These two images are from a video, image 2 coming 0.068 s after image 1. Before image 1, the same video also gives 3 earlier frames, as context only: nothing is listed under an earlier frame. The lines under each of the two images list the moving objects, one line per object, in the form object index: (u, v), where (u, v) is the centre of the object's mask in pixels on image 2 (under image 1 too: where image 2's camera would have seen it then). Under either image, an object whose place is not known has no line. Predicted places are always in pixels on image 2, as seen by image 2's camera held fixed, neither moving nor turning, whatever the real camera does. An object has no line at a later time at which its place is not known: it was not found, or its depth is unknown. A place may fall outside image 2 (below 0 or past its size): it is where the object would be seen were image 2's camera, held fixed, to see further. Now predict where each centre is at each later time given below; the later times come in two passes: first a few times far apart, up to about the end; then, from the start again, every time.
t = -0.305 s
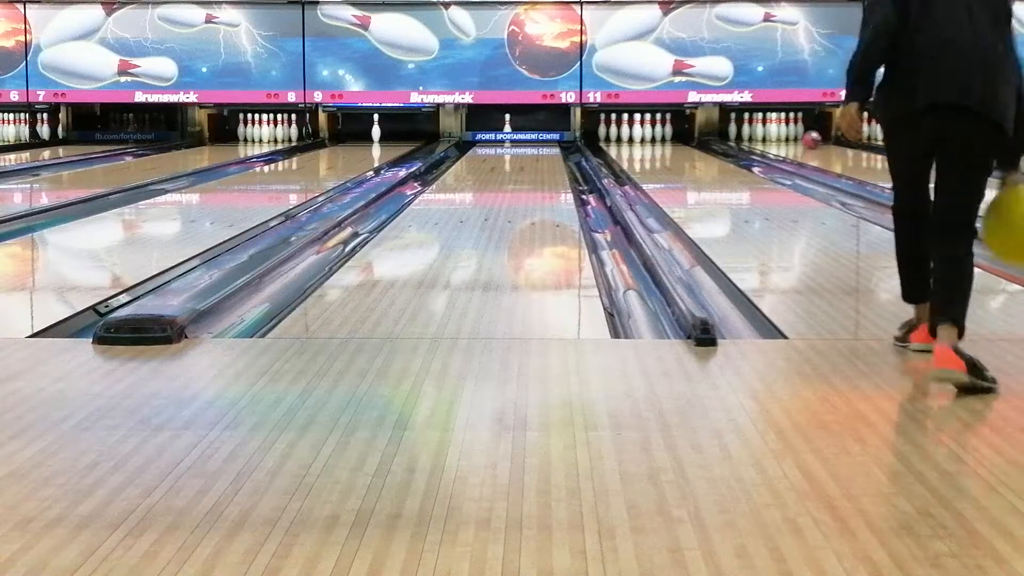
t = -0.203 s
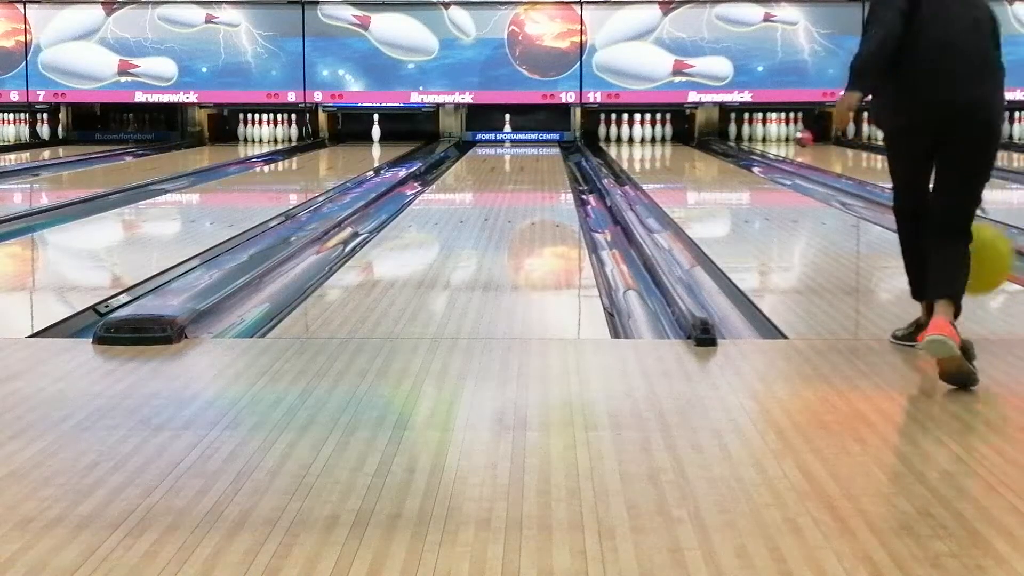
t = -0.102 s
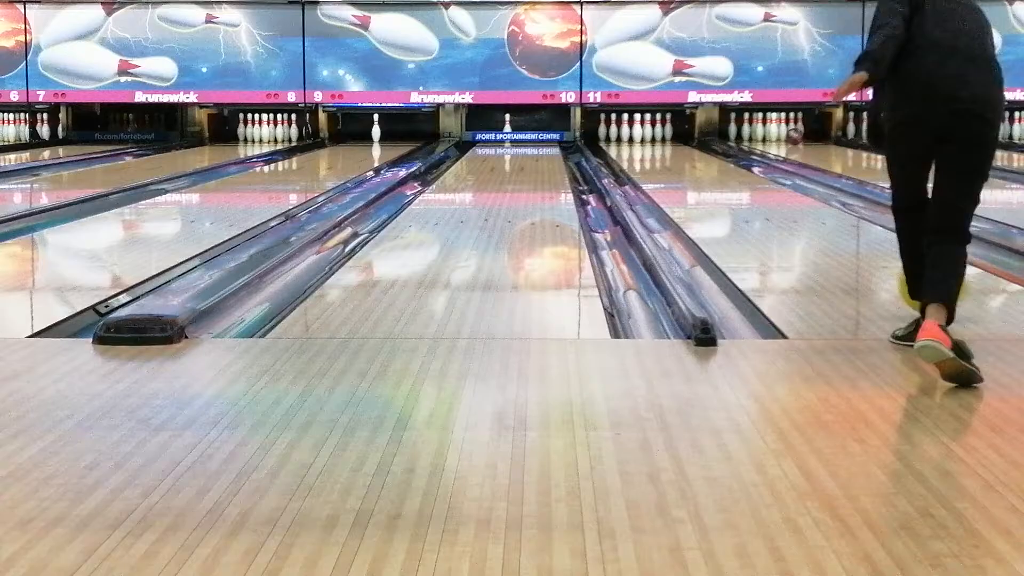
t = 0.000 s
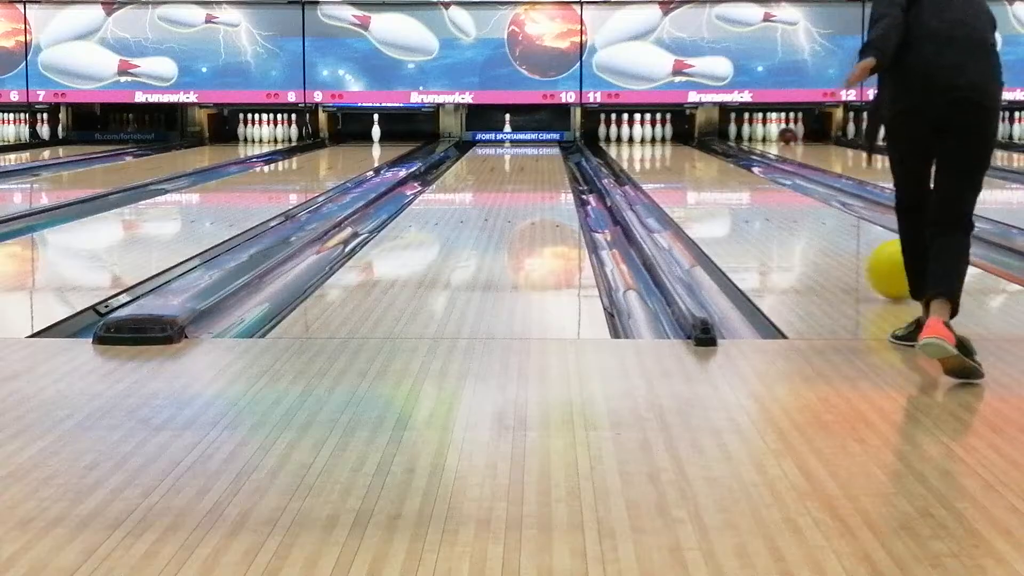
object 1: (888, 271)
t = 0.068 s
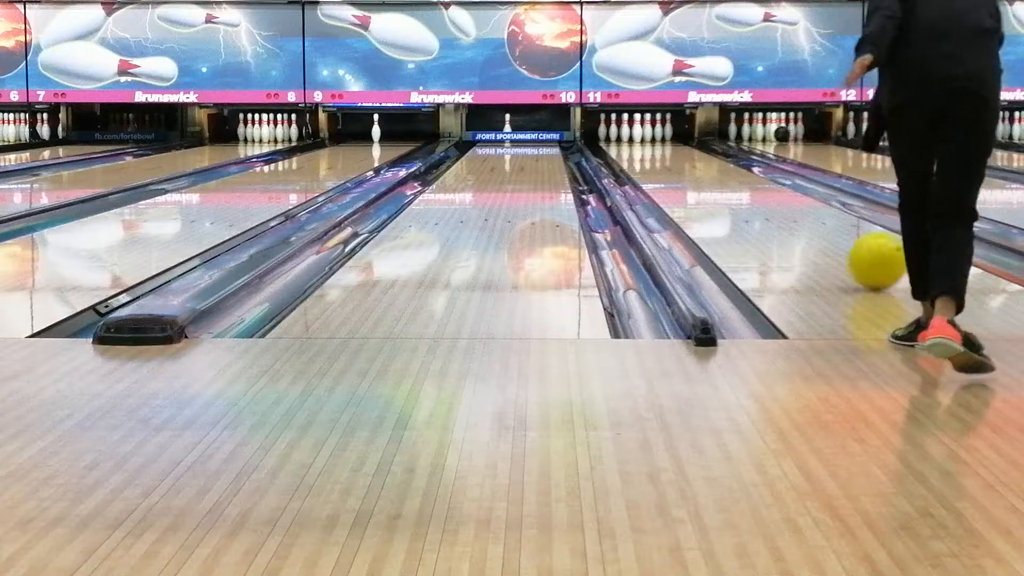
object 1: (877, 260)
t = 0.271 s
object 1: (828, 239)
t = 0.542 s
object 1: (781, 217)
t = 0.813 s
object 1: (746, 200)
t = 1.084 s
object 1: (719, 187)
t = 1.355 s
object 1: (698, 178)
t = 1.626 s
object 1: (681, 170)
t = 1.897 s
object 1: (667, 163)
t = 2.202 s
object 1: (653, 156)
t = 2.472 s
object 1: (643, 152)
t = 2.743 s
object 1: (634, 148)
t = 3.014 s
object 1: (628, 145)
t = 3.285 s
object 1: (622, 142)
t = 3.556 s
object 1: (618, 140)
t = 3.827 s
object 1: (614, 138)
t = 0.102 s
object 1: (869, 257)
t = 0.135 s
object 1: (860, 253)
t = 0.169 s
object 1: (852, 249)
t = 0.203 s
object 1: (843, 245)
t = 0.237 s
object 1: (836, 242)
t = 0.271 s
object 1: (828, 239)
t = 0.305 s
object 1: (822, 235)
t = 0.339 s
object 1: (815, 232)
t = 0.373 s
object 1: (809, 229)
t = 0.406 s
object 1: (803, 227)
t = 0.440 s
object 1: (797, 224)
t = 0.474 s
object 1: (791, 221)
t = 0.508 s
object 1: (786, 219)
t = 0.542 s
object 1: (781, 217)
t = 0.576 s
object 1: (776, 214)
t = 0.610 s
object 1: (771, 211)
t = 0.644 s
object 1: (767, 210)
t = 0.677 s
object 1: (762, 208)
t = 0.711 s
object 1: (758, 206)
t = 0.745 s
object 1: (754, 204)
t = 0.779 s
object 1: (750, 202)
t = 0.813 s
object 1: (746, 200)
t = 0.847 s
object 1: (742, 198)
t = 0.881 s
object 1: (738, 197)
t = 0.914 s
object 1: (735, 195)
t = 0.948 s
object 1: (732, 193)
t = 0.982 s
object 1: (728, 192)
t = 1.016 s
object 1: (725, 190)
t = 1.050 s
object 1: (722, 189)
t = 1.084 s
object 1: (719, 187)
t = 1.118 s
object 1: (716, 186)
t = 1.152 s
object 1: (713, 185)
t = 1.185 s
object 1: (710, 183)
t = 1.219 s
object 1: (708, 182)
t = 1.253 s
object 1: (705, 181)
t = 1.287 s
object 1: (703, 180)
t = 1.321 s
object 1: (701, 179)
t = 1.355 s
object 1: (698, 178)
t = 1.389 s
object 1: (696, 177)
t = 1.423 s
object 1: (693, 176)
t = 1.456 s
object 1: (691, 175)
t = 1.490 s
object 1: (689, 173)
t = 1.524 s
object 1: (687, 173)
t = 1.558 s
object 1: (685, 172)
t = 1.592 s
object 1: (683, 170)
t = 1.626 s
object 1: (681, 170)
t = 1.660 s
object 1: (679, 169)
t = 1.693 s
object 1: (677, 168)
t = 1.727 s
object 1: (675, 167)
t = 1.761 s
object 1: (674, 166)
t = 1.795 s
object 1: (672, 166)
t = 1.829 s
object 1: (670, 165)
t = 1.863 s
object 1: (668, 164)
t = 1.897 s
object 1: (667, 163)
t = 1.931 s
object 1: (665, 162)
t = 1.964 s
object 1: (663, 161)
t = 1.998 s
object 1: (662, 161)
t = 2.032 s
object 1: (660, 160)
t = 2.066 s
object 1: (659, 159)
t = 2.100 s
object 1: (657, 159)
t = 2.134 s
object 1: (656, 158)
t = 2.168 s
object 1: (654, 157)
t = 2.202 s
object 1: (653, 156)
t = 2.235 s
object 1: (652, 156)
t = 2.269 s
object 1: (651, 155)
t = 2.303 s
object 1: (649, 154)
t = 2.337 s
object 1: (648, 154)
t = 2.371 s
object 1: (646, 153)
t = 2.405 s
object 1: (645, 153)
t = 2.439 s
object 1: (644, 152)
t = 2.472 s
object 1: (643, 152)
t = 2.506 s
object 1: (642, 151)
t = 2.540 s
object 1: (641, 151)
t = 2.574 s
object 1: (640, 150)
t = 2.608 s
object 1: (638, 150)
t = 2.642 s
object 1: (638, 149)
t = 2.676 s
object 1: (637, 149)
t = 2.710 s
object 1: (636, 148)
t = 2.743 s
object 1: (634, 148)
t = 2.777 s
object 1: (634, 147)
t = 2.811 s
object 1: (633, 147)
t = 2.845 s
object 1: (632, 146)
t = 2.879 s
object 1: (631, 146)
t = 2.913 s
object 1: (630, 146)
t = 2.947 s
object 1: (629, 145)
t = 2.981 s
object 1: (628, 145)
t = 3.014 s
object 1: (628, 145)
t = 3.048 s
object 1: (627, 145)
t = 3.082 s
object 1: (626, 144)
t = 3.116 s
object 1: (625, 144)
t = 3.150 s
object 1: (625, 143)
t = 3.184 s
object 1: (624, 143)
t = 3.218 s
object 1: (624, 143)
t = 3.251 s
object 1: (623, 143)
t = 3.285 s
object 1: (622, 142)
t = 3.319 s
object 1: (621, 142)
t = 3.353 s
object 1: (621, 141)
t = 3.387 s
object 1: (620, 141)
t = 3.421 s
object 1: (620, 141)
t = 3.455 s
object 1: (620, 141)
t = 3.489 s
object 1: (619, 140)
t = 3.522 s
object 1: (619, 140)
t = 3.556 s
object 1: (618, 140)
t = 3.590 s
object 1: (618, 139)
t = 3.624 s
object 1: (616, 139)
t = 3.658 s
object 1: (616, 139)
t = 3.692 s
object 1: (615, 139)
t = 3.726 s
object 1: (615, 138)
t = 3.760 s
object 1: (615, 138)
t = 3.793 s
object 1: (614, 138)
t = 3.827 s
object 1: (614, 138)
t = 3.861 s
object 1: (614, 138)
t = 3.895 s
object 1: (613, 138)
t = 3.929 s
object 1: (613, 138)
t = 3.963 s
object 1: (612, 137)
